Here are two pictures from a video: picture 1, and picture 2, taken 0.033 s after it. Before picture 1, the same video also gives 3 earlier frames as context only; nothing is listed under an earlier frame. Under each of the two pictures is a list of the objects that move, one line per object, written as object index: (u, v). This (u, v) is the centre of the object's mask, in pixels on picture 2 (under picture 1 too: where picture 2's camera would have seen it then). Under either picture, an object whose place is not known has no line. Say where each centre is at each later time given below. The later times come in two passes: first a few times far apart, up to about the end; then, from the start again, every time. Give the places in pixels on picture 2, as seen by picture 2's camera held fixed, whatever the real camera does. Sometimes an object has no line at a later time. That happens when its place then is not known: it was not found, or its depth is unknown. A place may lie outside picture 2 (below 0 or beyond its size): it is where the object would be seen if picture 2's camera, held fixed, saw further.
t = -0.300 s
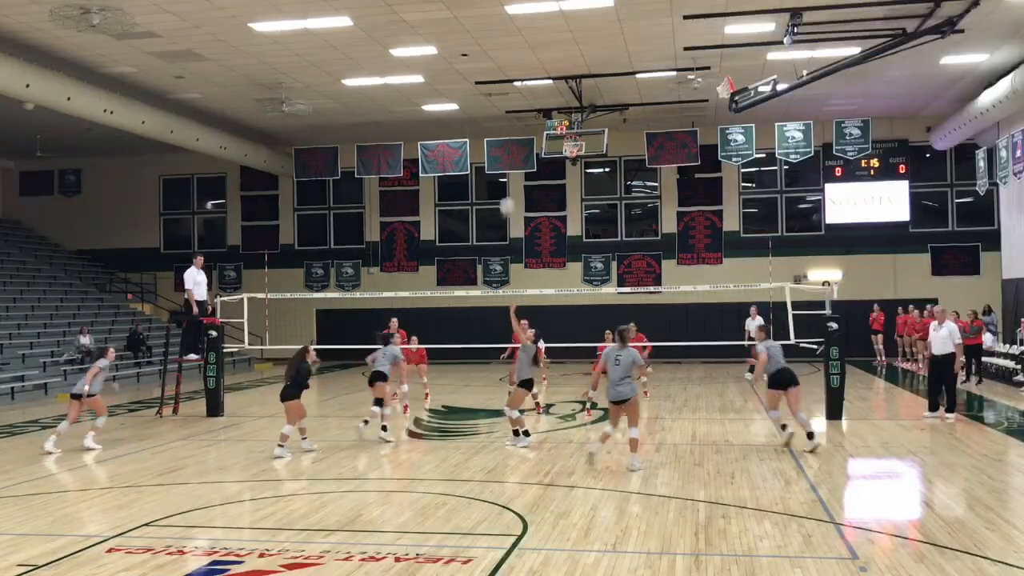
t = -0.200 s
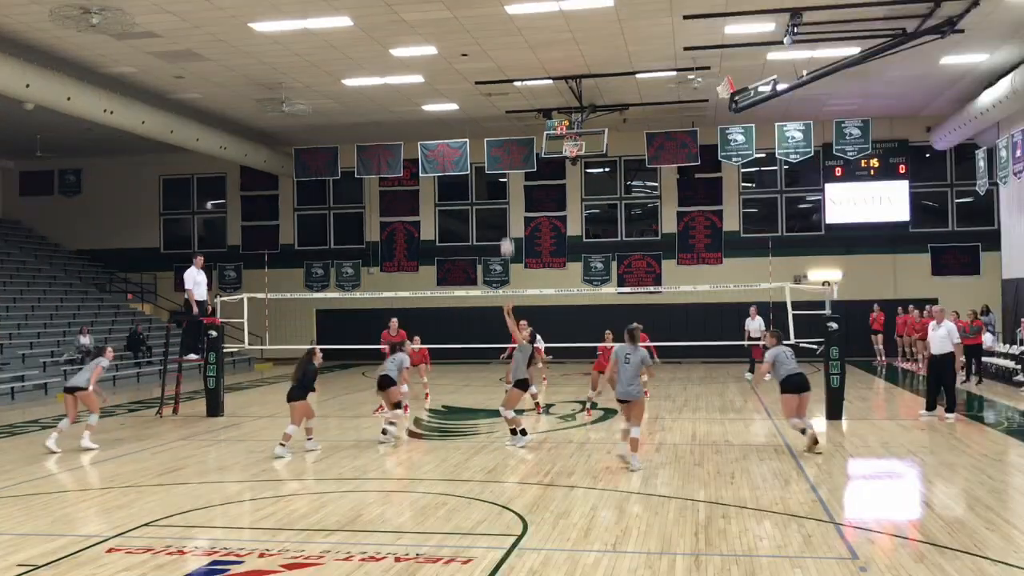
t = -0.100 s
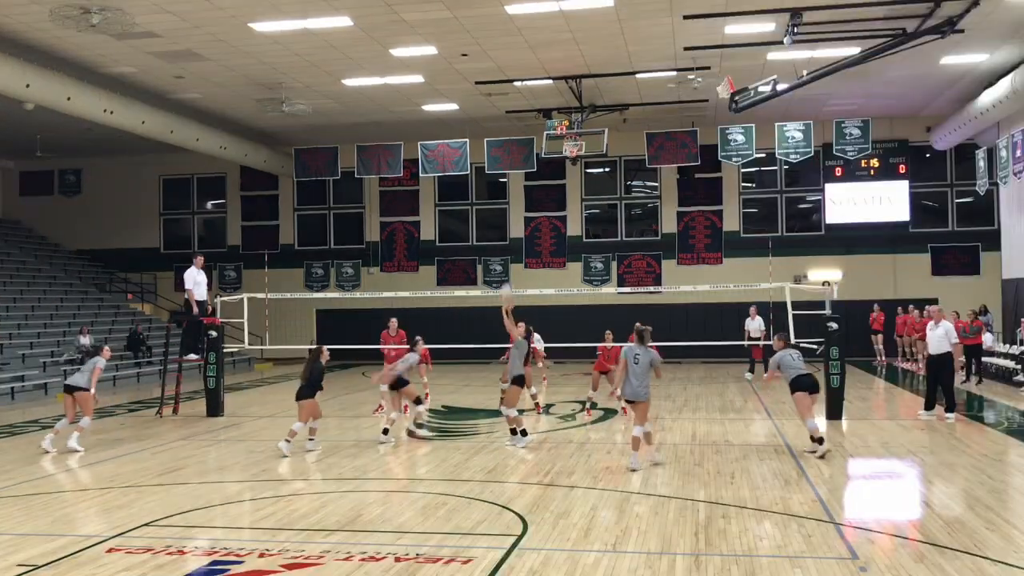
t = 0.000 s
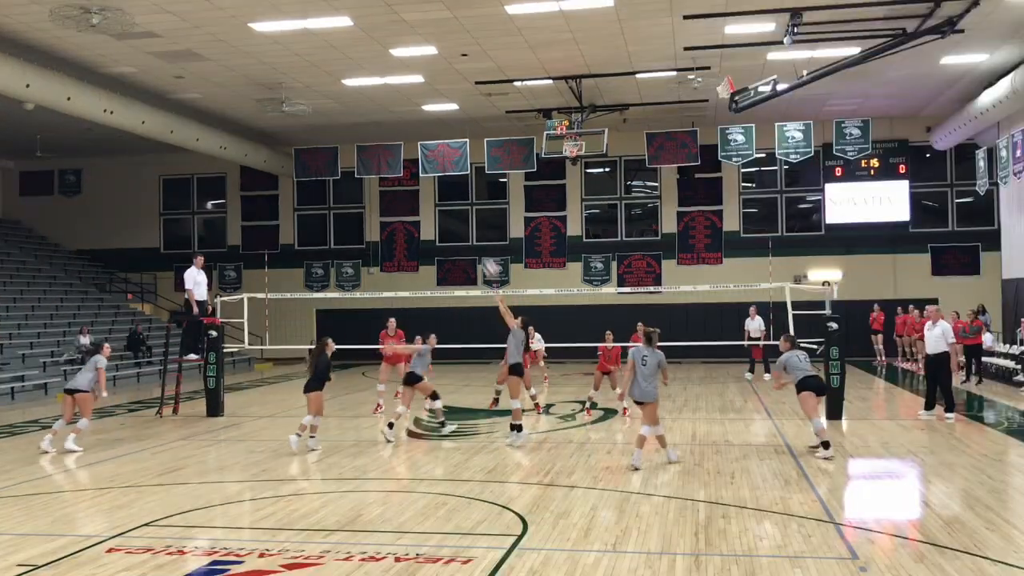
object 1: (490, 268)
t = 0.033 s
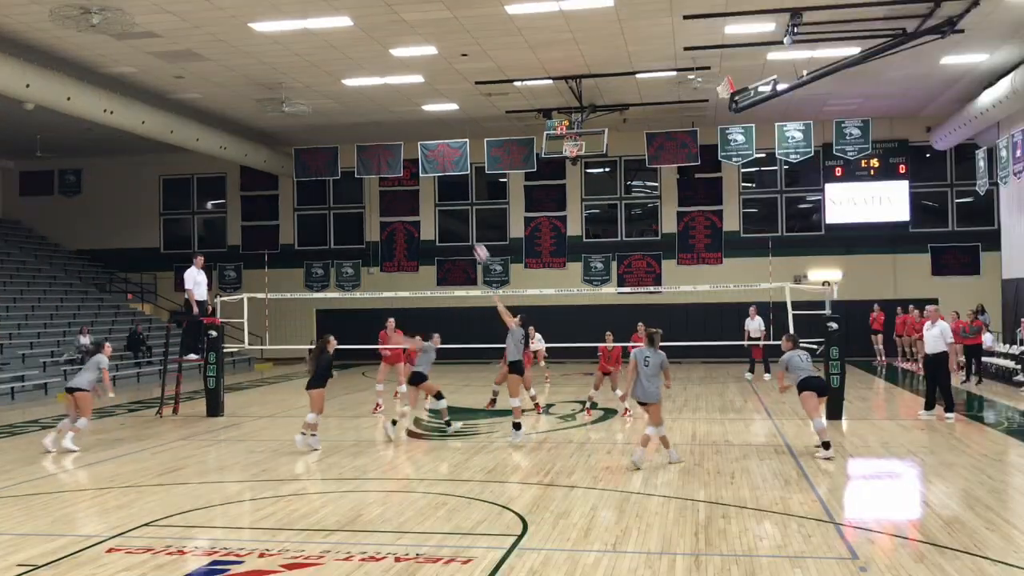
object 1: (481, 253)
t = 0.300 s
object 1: (420, 173)
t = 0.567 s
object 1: (368, 147)
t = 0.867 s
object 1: (318, 170)
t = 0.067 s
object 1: (473, 241)
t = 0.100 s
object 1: (465, 228)
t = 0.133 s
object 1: (458, 217)
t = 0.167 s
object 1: (450, 207)
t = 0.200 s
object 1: (442, 197)
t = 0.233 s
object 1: (436, 188)
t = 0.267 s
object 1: (428, 181)
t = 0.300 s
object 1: (420, 173)
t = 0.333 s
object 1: (413, 168)
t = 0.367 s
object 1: (407, 162)
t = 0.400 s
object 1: (400, 158)
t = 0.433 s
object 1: (393, 154)
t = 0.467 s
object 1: (387, 151)
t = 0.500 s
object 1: (381, 149)
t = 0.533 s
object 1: (375, 148)
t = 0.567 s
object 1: (368, 147)
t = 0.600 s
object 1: (363, 147)
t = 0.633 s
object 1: (357, 147)
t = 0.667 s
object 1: (351, 148)
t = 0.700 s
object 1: (346, 150)
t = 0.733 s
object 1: (340, 153)
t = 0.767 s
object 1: (334, 156)
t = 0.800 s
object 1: (329, 160)
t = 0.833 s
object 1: (324, 164)
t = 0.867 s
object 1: (318, 170)
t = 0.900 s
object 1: (313, 175)
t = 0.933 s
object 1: (308, 182)
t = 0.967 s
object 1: (304, 188)
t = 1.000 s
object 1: (299, 196)
